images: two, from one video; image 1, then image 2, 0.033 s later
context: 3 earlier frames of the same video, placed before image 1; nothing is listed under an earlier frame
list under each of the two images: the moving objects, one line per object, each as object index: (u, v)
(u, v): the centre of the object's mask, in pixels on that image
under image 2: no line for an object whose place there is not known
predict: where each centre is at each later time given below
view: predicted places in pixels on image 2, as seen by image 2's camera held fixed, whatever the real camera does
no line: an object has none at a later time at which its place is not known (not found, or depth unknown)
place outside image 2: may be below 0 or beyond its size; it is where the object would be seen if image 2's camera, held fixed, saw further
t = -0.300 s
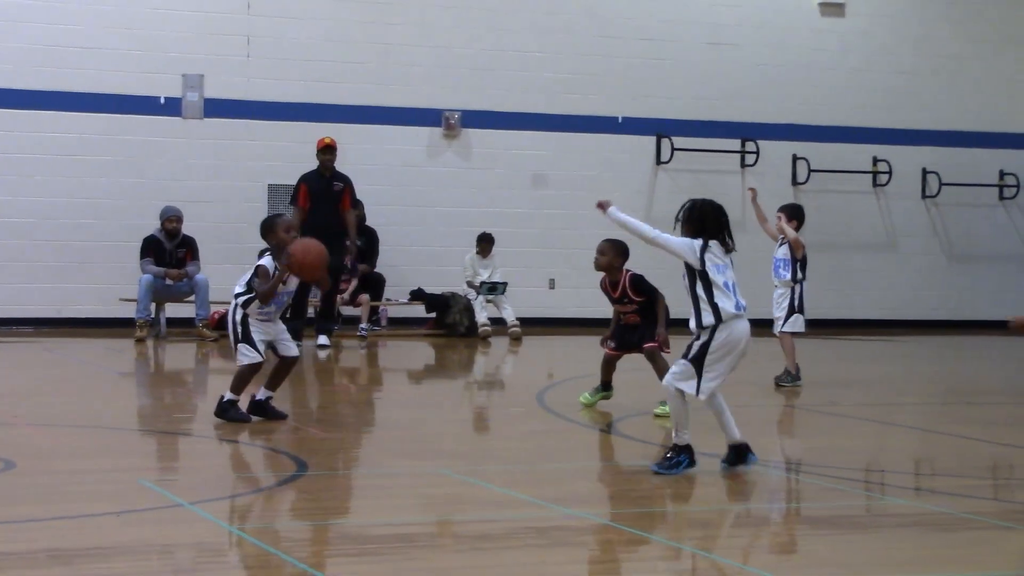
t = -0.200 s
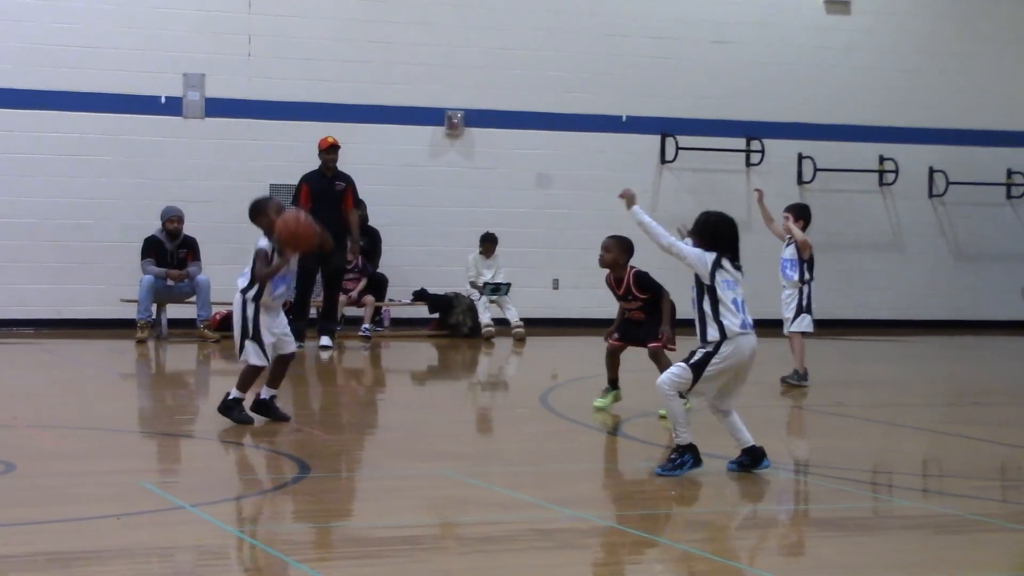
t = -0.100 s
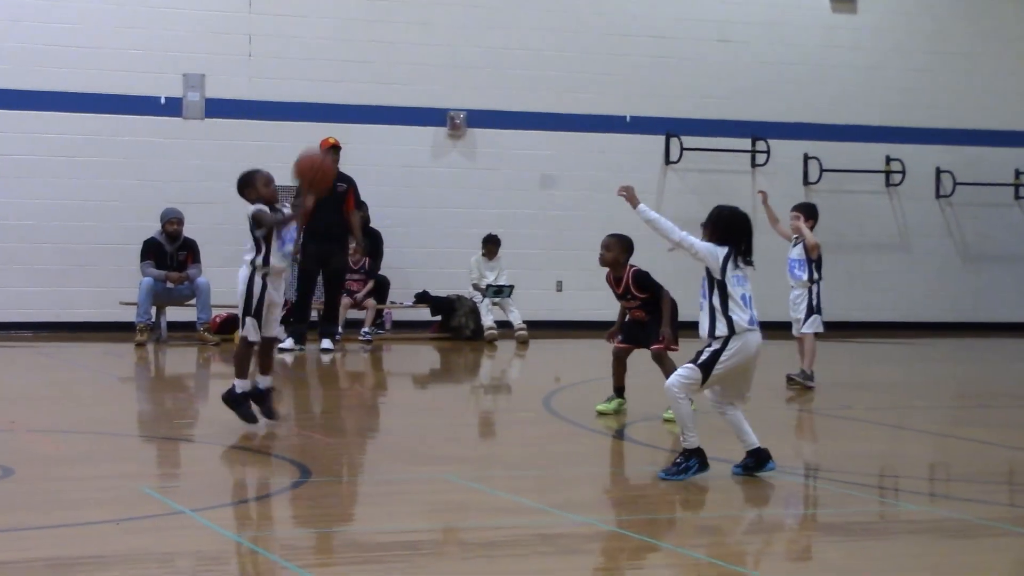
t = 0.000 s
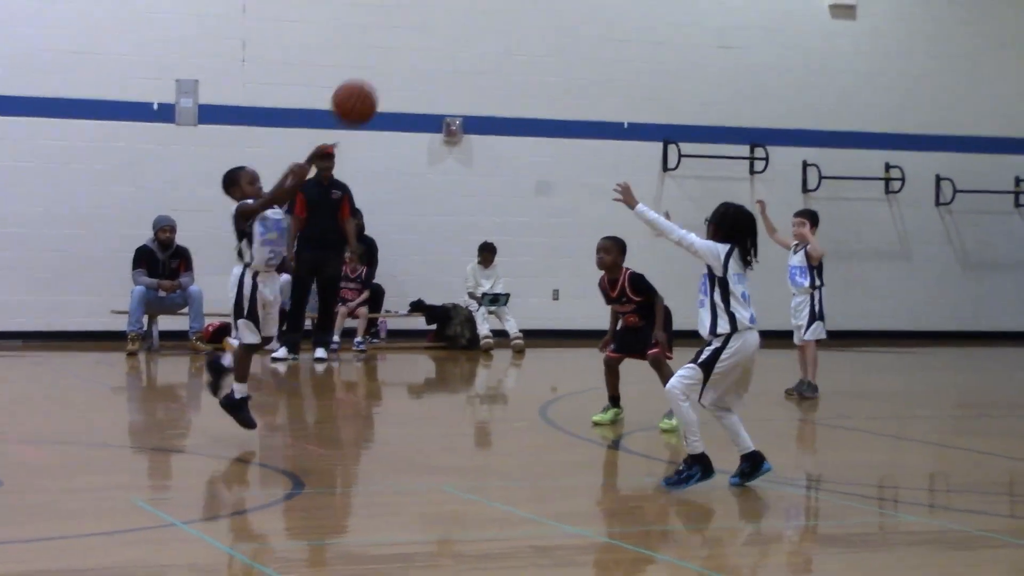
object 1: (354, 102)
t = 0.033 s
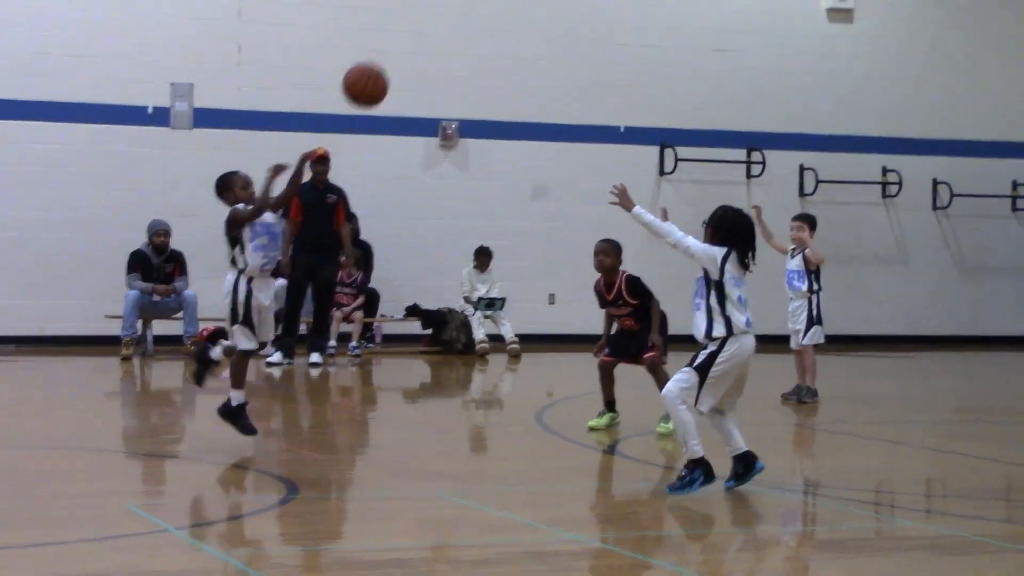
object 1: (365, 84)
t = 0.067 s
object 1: (381, 65)
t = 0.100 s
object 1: (396, 48)
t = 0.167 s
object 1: (426, 19)
